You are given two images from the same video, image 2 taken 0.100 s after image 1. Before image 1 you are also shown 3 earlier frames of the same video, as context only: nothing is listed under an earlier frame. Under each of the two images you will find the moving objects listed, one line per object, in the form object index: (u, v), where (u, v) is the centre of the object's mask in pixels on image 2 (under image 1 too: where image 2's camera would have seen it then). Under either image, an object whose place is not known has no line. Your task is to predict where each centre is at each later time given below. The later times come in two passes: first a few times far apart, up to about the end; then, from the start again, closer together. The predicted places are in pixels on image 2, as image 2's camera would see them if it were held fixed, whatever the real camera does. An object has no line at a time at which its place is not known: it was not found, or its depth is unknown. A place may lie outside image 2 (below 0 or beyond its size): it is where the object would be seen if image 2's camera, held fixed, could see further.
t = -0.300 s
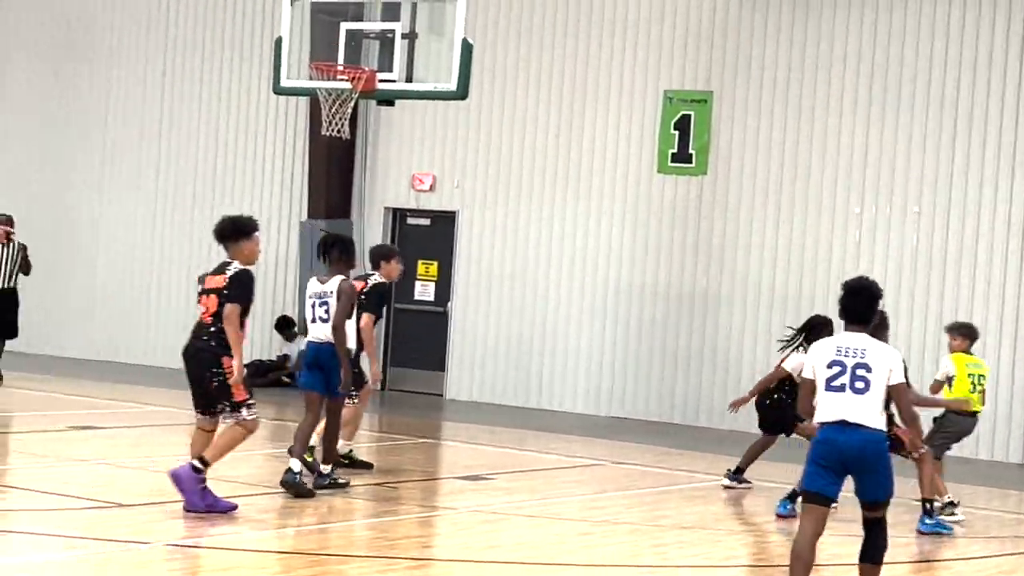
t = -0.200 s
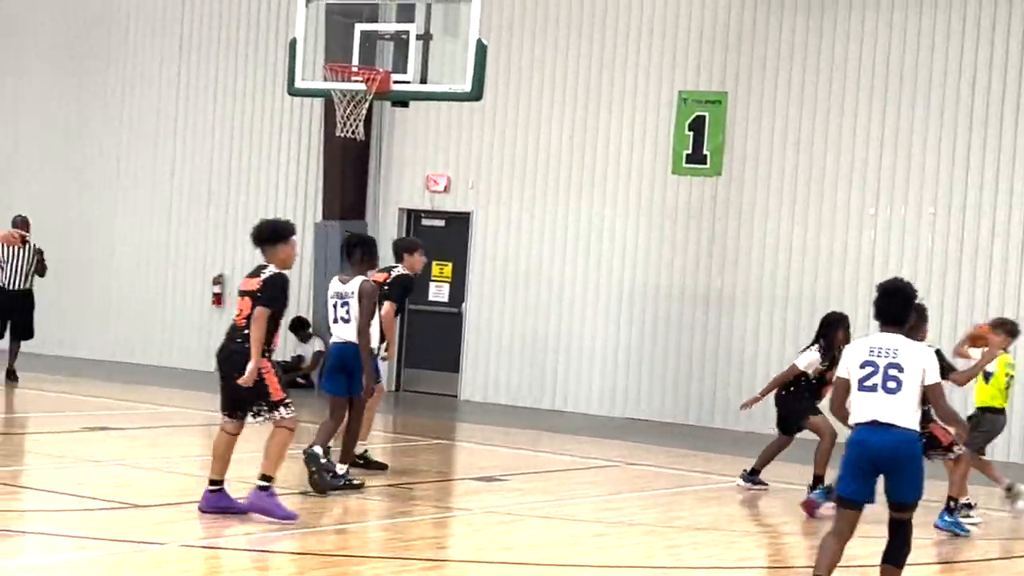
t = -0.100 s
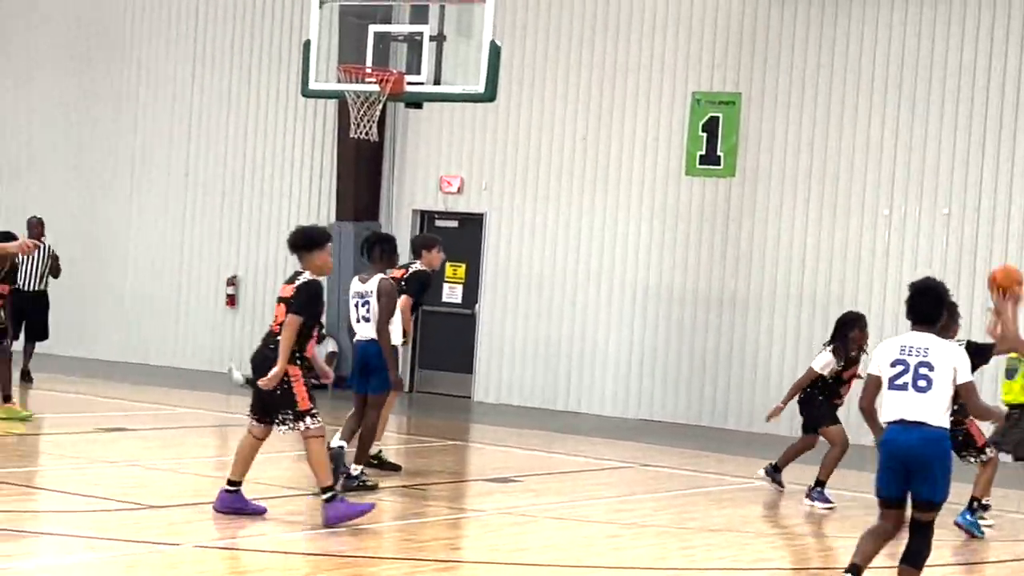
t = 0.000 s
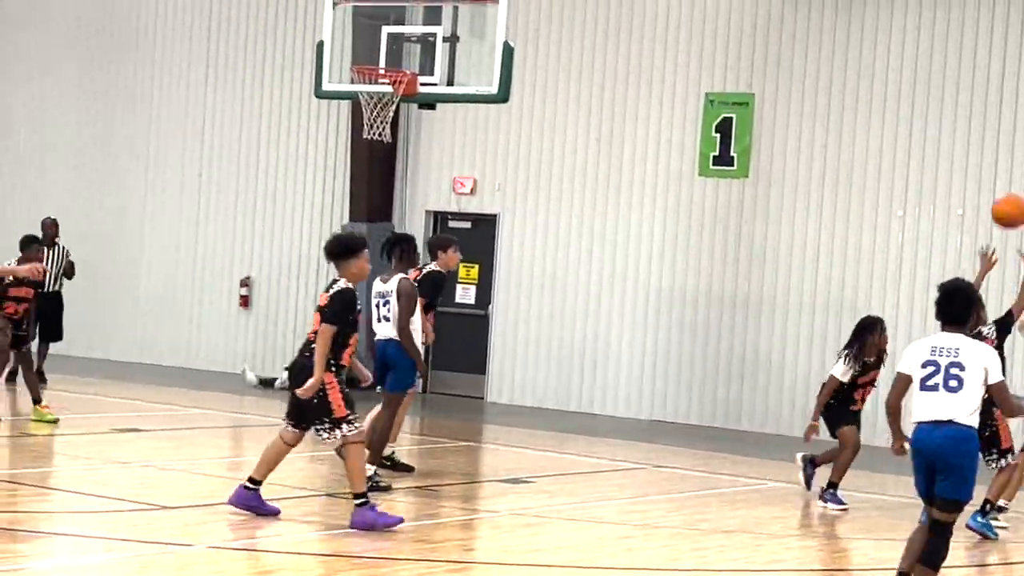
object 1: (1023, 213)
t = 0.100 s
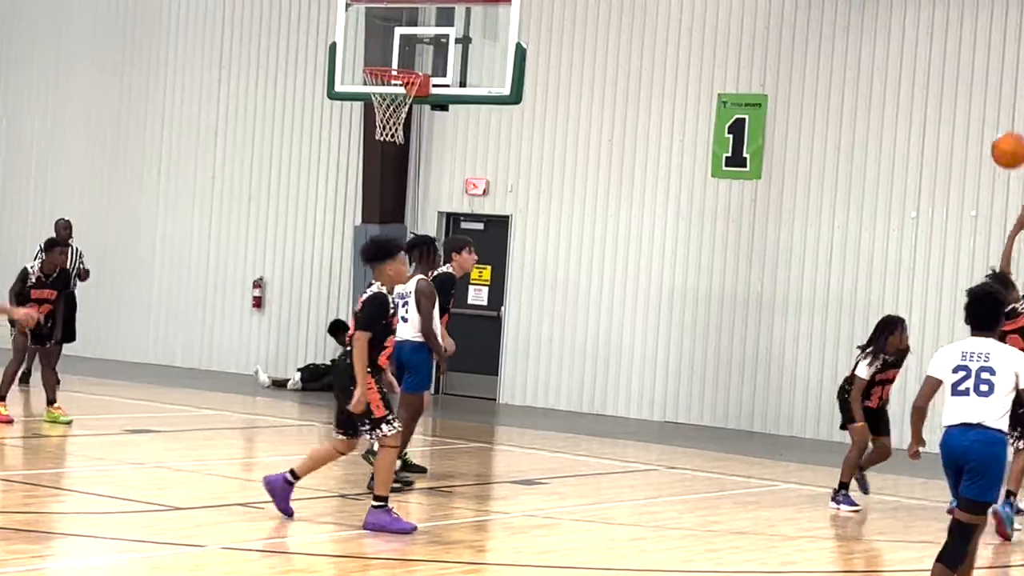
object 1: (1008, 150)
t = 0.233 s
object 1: (987, 83)
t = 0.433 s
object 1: (952, 21)
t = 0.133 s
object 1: (1006, 132)
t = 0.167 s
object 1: (1000, 114)
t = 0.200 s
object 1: (996, 98)
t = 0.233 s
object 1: (987, 83)
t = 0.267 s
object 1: (985, 69)
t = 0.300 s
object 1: (977, 56)
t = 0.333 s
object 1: (972, 46)
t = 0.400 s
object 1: (960, 28)
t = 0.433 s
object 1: (952, 21)
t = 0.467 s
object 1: (945, 17)
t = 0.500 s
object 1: (937, 15)
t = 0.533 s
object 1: (929, 14)
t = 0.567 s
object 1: (920, 14)
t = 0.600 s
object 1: (910, 15)
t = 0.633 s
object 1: (901, 19)
